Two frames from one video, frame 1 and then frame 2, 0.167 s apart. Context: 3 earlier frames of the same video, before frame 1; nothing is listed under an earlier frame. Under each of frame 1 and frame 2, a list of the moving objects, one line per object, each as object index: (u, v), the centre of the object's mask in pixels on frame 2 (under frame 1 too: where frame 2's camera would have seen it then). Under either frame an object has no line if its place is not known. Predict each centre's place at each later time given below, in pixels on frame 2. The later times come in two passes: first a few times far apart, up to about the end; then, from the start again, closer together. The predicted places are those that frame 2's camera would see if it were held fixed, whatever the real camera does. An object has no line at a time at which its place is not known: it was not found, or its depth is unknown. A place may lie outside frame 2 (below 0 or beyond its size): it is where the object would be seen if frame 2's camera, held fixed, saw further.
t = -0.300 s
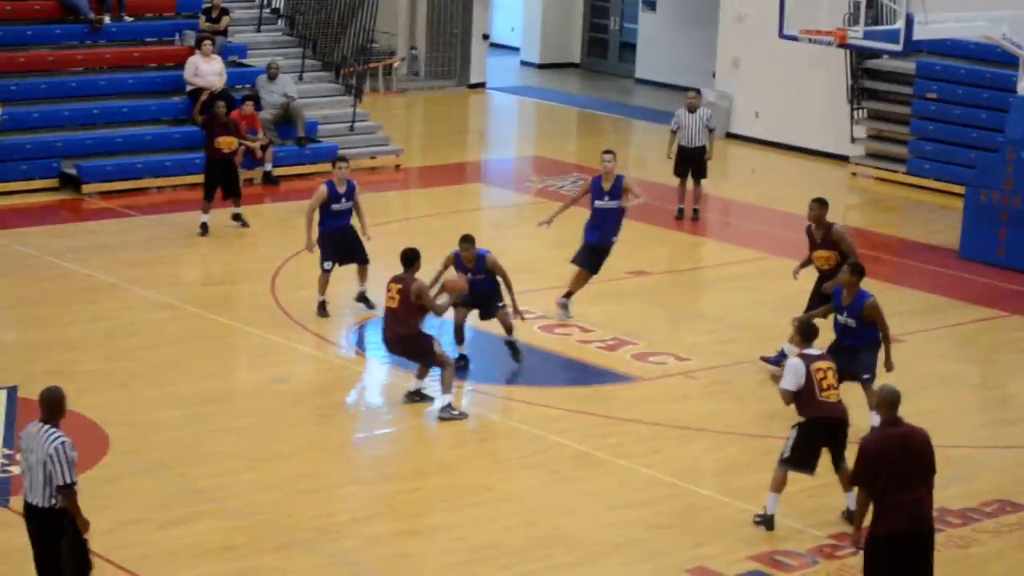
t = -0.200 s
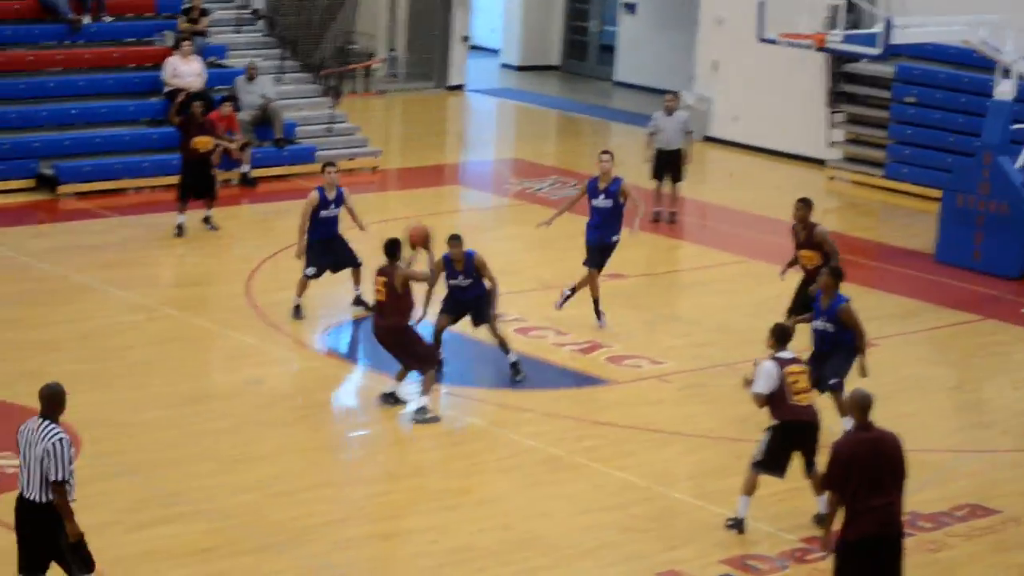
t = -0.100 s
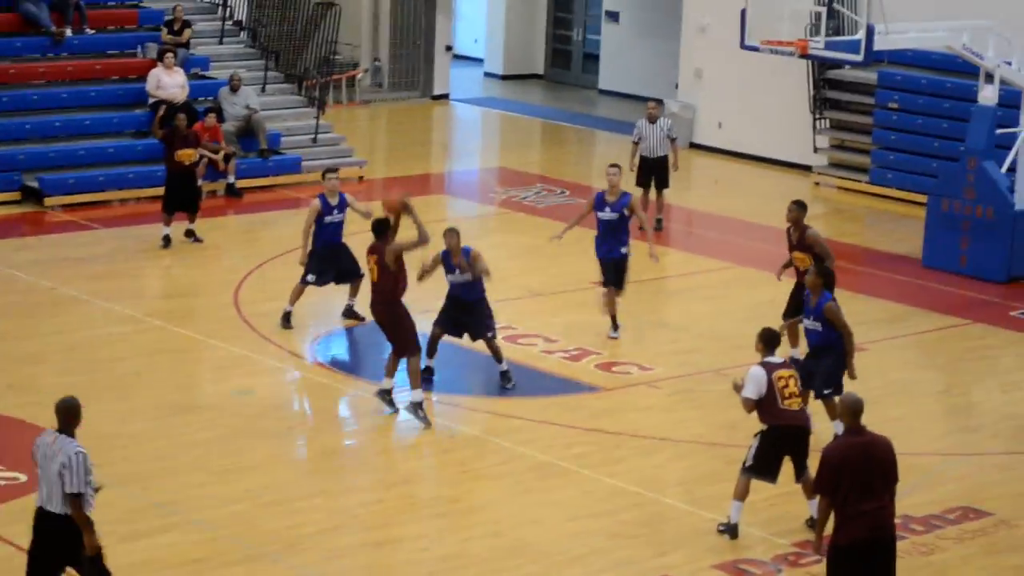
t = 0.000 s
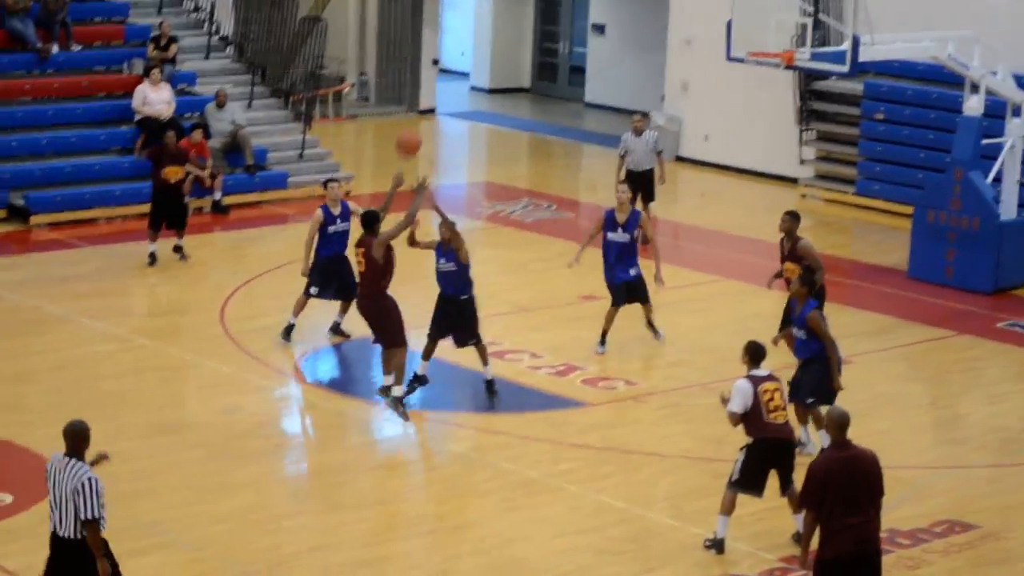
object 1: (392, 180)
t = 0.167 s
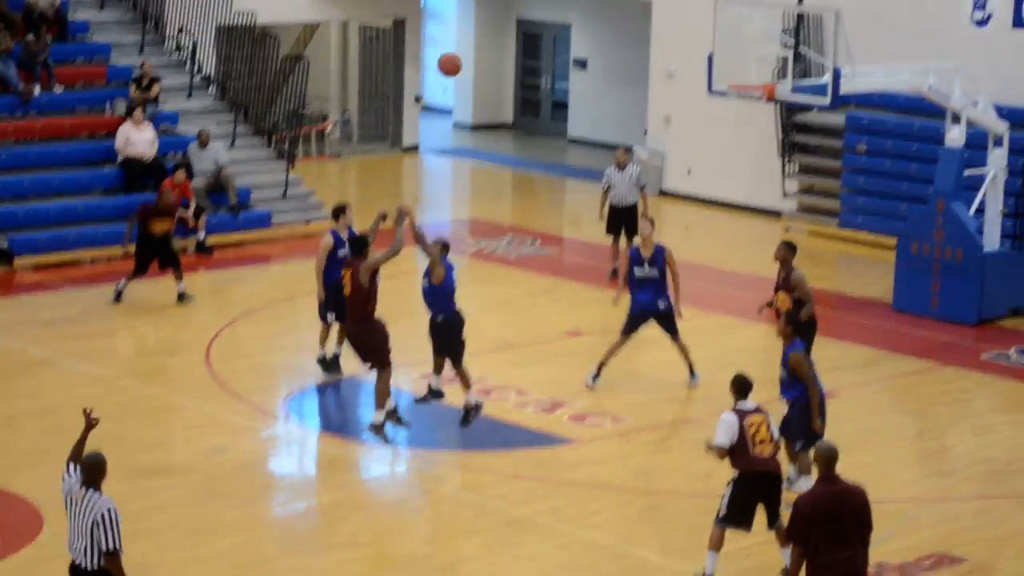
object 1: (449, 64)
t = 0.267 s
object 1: (482, 10)
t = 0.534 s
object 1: (565, -77)
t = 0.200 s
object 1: (461, 45)
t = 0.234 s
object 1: (472, 27)
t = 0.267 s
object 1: (482, 10)
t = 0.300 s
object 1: (493, -4)
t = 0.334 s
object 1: (505, -20)
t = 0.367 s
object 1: (517, -34)
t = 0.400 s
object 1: (526, -44)
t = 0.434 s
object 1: (535, -53)
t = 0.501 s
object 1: (554, -69)
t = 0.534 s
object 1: (565, -77)
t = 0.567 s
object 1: (574, -82)
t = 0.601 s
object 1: (584, -85)
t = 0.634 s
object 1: (592, -89)
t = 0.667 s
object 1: (601, -91)
